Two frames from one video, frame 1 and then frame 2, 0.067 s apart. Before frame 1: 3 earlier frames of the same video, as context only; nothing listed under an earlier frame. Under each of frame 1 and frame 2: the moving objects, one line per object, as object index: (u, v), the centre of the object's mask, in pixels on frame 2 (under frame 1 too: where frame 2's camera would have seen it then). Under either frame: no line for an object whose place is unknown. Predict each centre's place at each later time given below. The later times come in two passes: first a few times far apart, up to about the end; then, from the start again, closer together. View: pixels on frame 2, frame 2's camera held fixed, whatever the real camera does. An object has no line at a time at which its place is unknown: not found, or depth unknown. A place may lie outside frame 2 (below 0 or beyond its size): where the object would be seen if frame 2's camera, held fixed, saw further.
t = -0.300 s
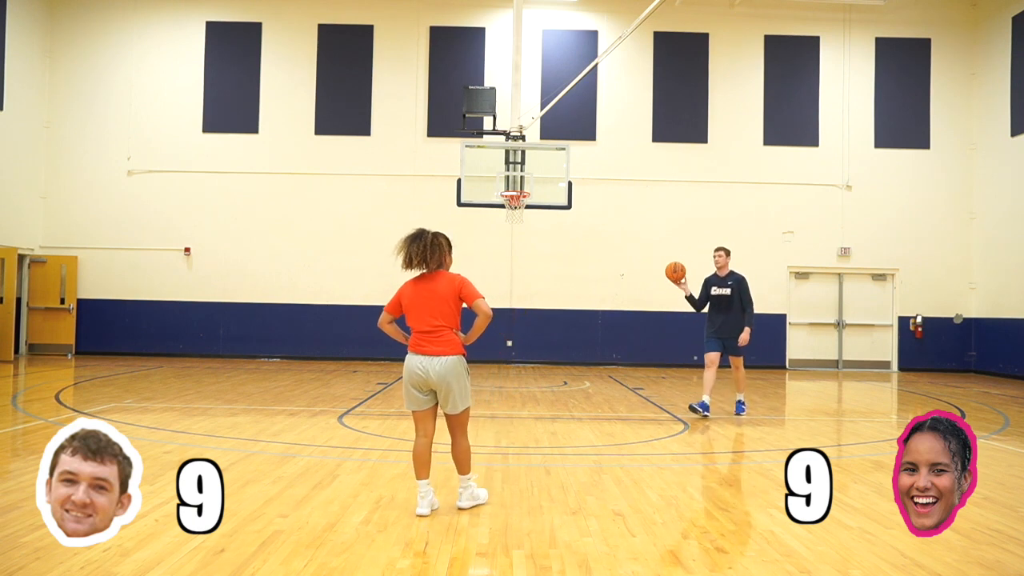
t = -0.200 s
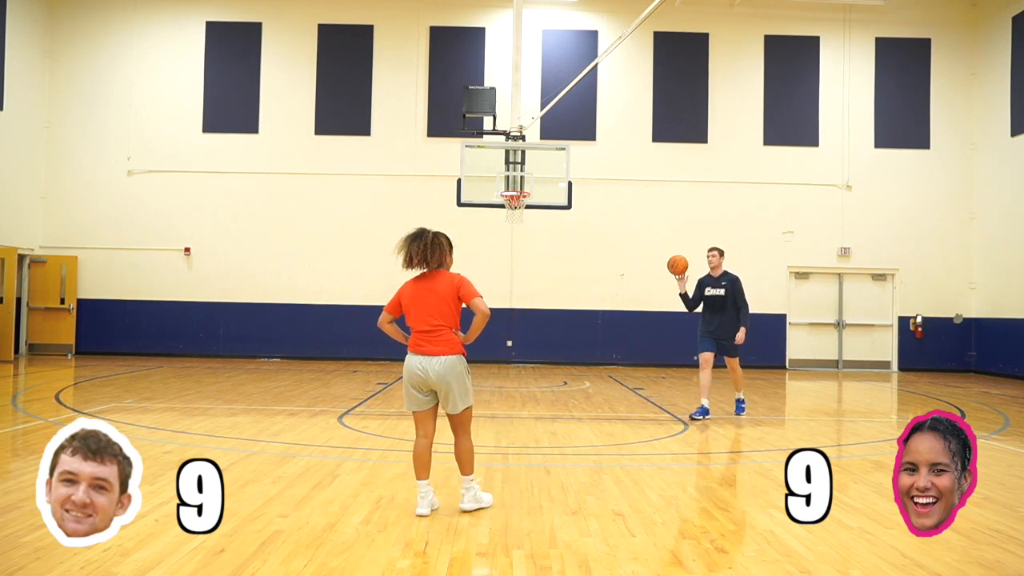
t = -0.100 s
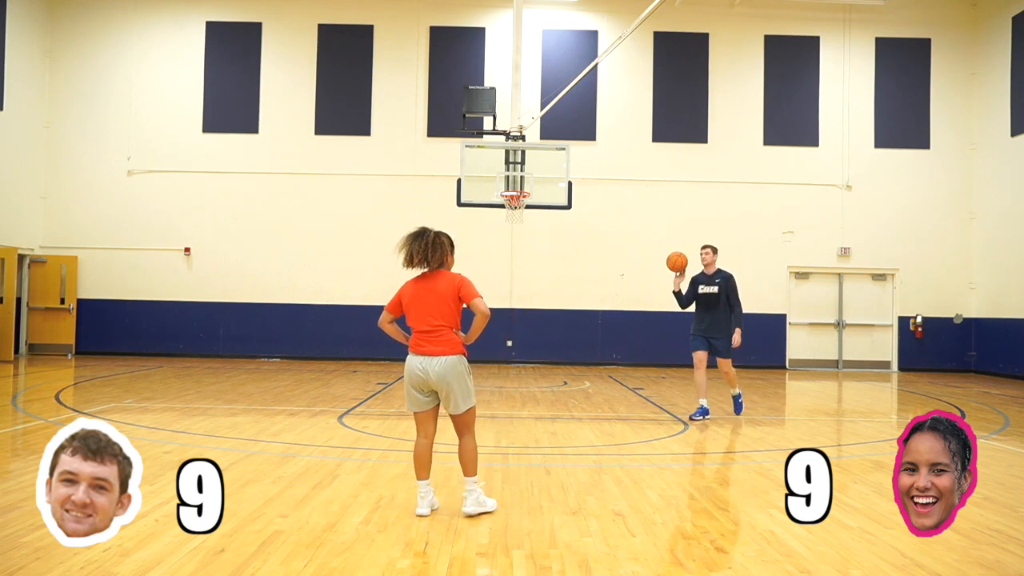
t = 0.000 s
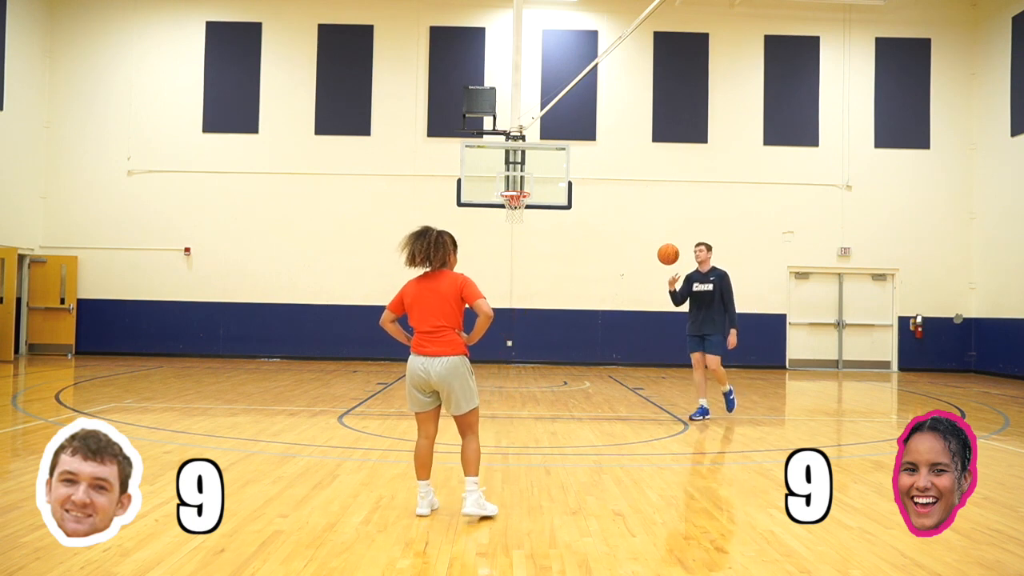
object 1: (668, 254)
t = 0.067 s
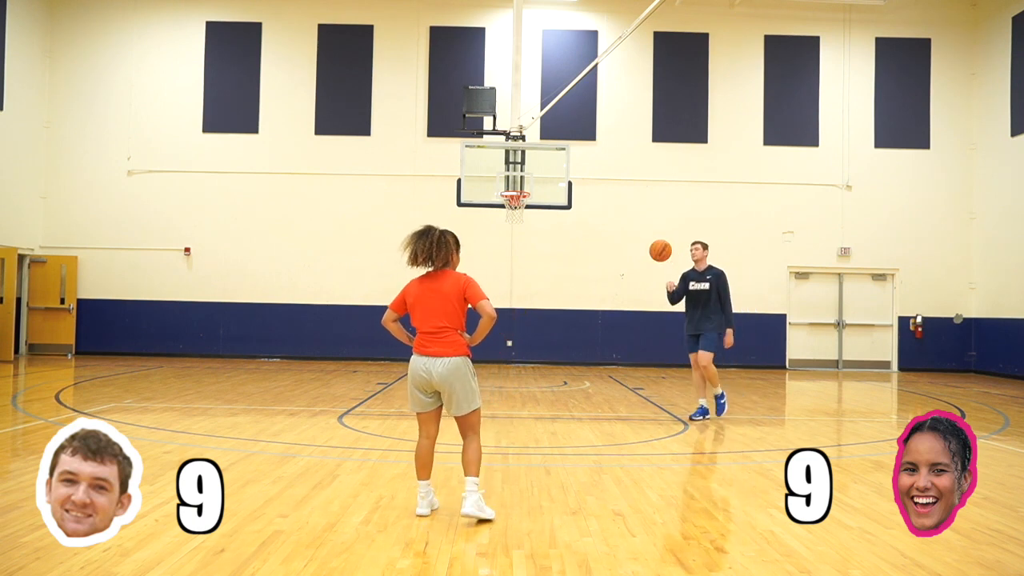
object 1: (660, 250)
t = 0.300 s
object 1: (629, 271)
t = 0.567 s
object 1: (583, 377)
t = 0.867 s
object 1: (549, 353)
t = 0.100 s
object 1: (656, 250)
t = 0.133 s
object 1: (652, 251)
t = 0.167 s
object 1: (648, 252)
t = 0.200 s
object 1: (643, 255)
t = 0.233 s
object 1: (639, 259)
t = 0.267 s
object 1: (634, 265)
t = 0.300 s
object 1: (629, 271)
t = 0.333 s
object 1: (624, 279)
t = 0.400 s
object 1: (613, 299)
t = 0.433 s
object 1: (607, 312)
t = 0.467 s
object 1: (602, 325)
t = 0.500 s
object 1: (596, 341)
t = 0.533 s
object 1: (590, 357)
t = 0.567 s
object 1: (583, 377)
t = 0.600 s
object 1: (577, 398)
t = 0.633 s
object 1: (570, 421)
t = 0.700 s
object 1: (561, 421)
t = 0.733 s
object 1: (559, 405)
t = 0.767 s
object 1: (557, 390)
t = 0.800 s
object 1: (554, 376)
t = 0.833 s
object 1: (552, 364)
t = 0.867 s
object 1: (549, 353)
